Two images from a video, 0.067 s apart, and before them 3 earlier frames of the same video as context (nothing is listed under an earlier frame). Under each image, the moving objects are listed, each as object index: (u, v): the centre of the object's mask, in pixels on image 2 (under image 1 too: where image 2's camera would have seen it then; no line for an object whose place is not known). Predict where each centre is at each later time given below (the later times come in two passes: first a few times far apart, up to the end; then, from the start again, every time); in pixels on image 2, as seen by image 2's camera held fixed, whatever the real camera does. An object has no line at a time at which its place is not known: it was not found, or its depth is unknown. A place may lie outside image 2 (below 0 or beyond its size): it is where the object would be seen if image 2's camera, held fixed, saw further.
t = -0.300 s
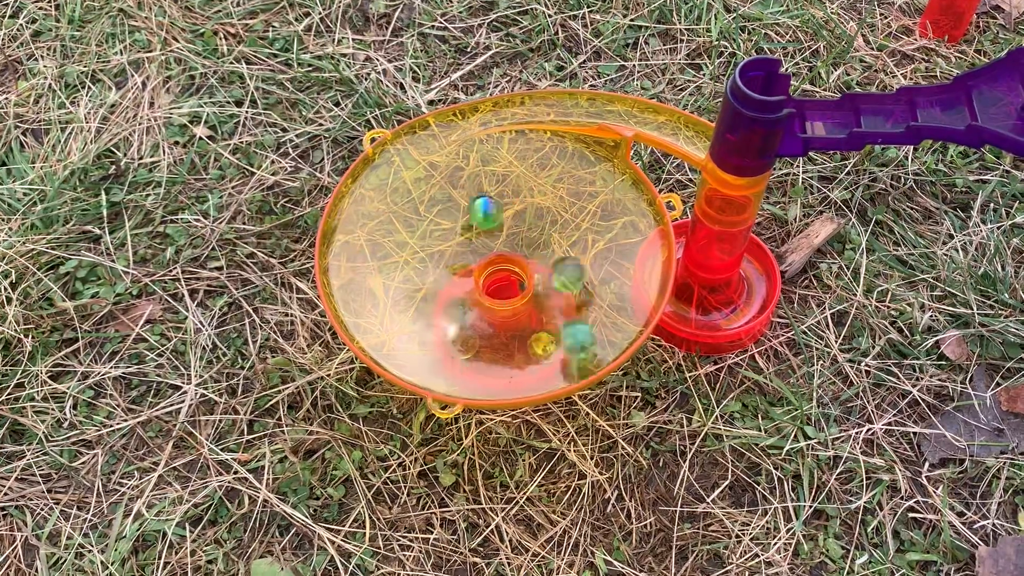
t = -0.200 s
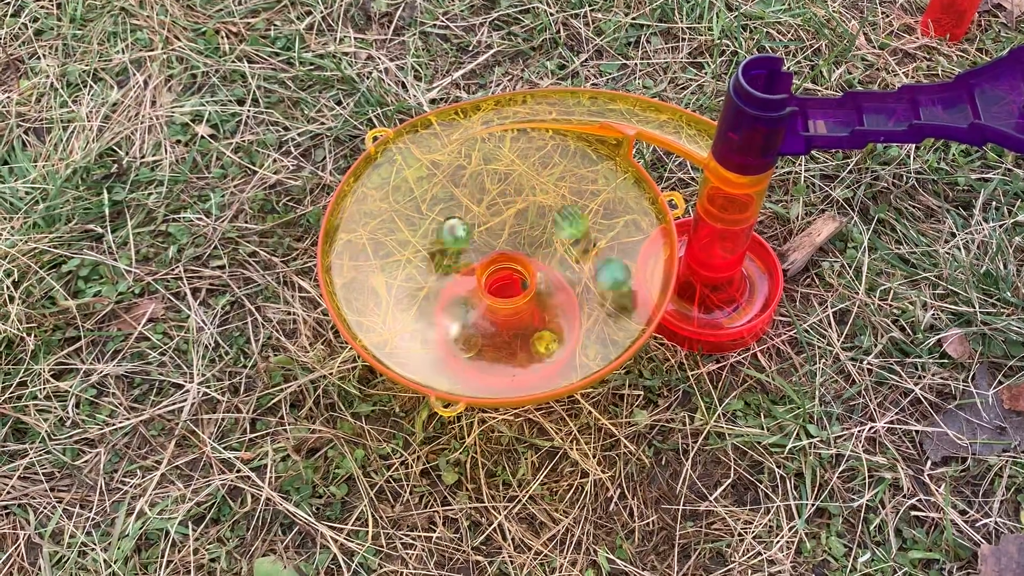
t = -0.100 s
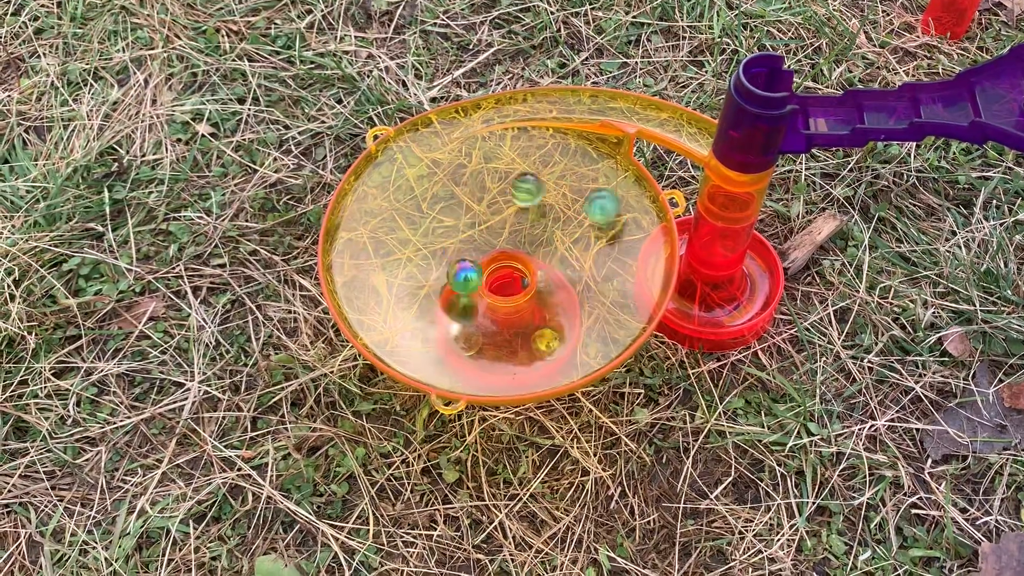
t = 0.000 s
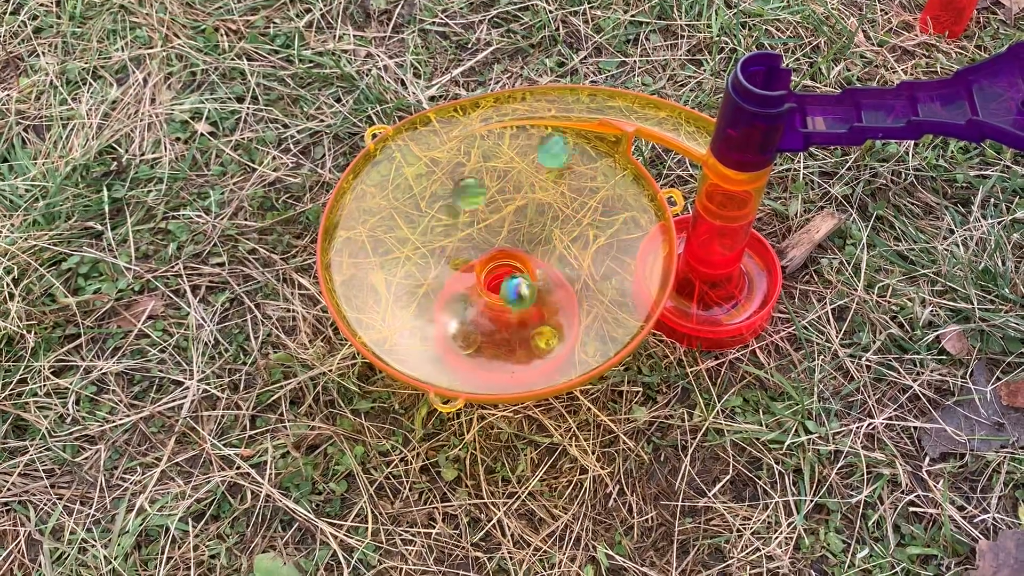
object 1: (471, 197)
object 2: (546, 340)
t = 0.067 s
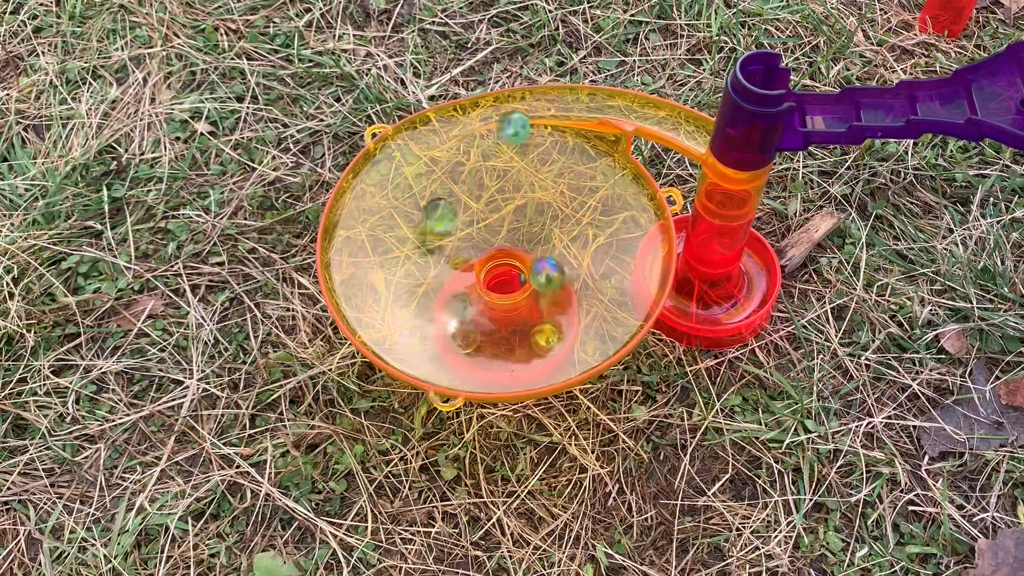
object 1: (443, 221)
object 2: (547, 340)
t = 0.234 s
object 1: (458, 302)
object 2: (550, 334)
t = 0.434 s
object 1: (564, 277)
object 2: (552, 325)
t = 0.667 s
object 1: (470, 198)
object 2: (552, 321)
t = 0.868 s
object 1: (441, 278)
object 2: (552, 324)
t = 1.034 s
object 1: (540, 298)
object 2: (554, 328)
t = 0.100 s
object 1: (432, 235)
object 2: (547, 339)
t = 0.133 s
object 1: (430, 253)
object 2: (548, 338)
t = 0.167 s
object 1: (433, 269)
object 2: (549, 338)
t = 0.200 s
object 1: (444, 287)
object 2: (549, 336)
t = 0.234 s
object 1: (458, 302)
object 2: (550, 334)
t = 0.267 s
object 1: (475, 313)
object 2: (550, 333)
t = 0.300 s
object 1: (492, 319)
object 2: (552, 331)
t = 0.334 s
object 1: (512, 315)
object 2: (552, 330)
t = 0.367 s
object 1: (536, 303)
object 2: (553, 328)
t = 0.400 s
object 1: (553, 291)
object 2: (552, 327)
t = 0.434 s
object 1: (564, 277)
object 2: (552, 325)
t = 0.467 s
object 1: (563, 238)
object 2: (553, 325)
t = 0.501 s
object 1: (554, 222)
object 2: (553, 325)
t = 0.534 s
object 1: (541, 207)
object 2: (553, 324)
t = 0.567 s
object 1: (525, 203)
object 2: (553, 322)
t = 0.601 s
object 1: (508, 197)
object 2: (554, 322)
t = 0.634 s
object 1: (489, 197)
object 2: (553, 322)
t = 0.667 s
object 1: (470, 198)
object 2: (552, 321)
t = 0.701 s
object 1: (454, 207)
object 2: (552, 321)
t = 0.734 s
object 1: (443, 218)
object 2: (552, 321)
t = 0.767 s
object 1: (435, 228)
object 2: (552, 321)
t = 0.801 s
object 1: (434, 246)
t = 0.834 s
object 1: (435, 265)
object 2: (552, 329)
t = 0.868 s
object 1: (441, 278)
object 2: (552, 324)
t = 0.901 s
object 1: (458, 292)
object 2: (552, 323)
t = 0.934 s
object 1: (477, 302)
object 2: (552, 325)
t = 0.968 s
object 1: (502, 310)
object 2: (552, 325)
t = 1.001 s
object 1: (521, 299)
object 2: (554, 327)
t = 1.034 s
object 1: (540, 298)
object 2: (554, 328)
